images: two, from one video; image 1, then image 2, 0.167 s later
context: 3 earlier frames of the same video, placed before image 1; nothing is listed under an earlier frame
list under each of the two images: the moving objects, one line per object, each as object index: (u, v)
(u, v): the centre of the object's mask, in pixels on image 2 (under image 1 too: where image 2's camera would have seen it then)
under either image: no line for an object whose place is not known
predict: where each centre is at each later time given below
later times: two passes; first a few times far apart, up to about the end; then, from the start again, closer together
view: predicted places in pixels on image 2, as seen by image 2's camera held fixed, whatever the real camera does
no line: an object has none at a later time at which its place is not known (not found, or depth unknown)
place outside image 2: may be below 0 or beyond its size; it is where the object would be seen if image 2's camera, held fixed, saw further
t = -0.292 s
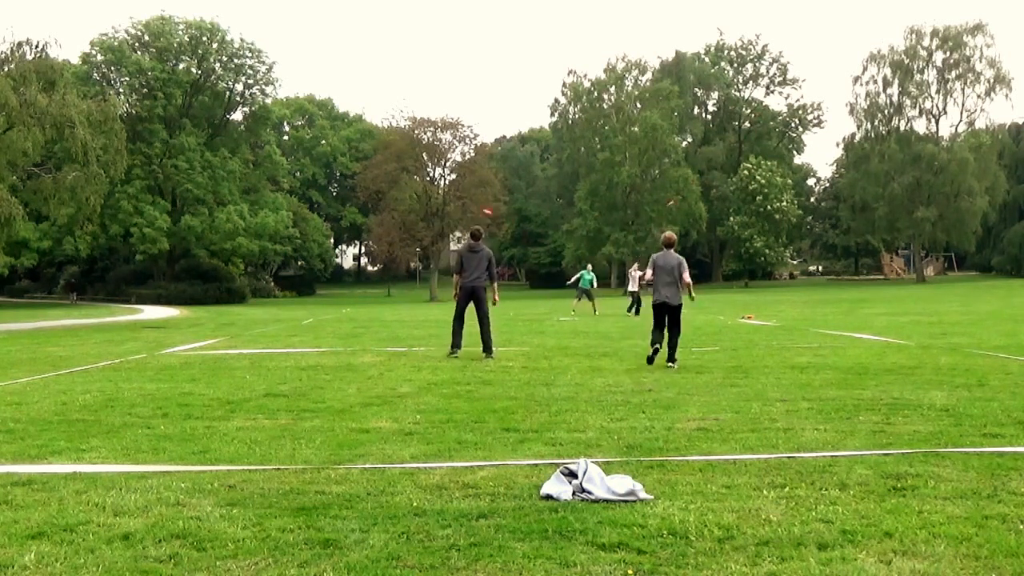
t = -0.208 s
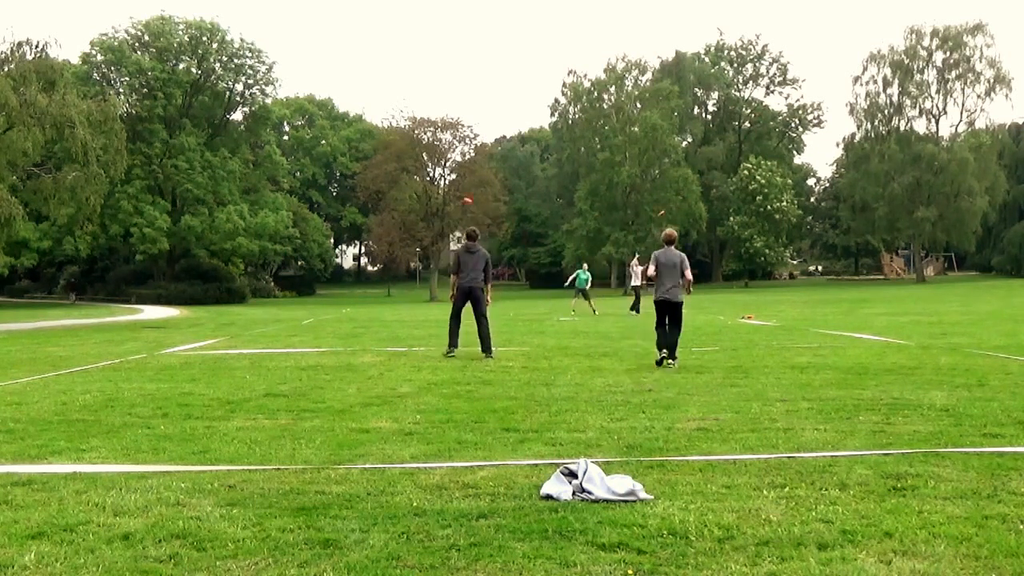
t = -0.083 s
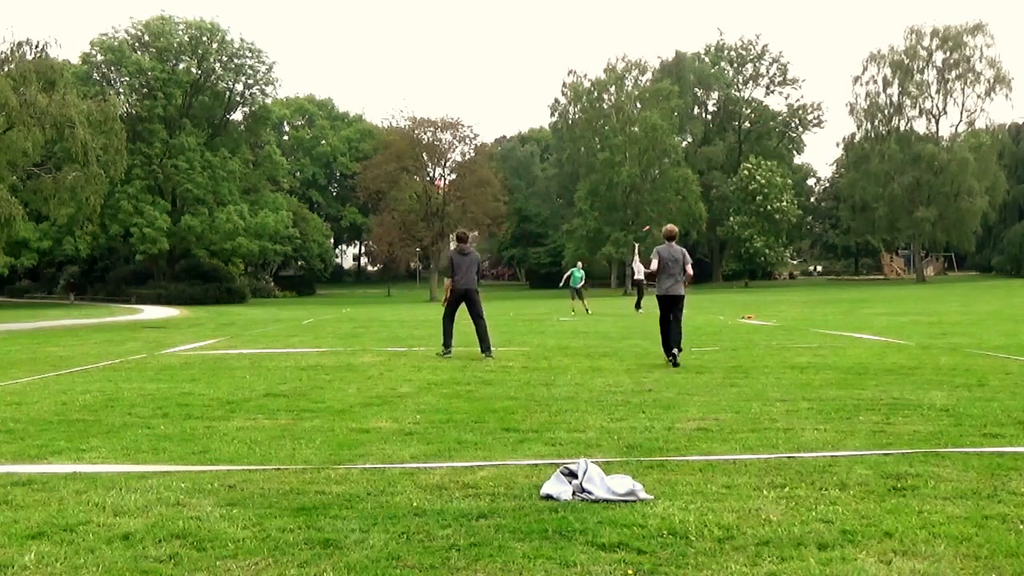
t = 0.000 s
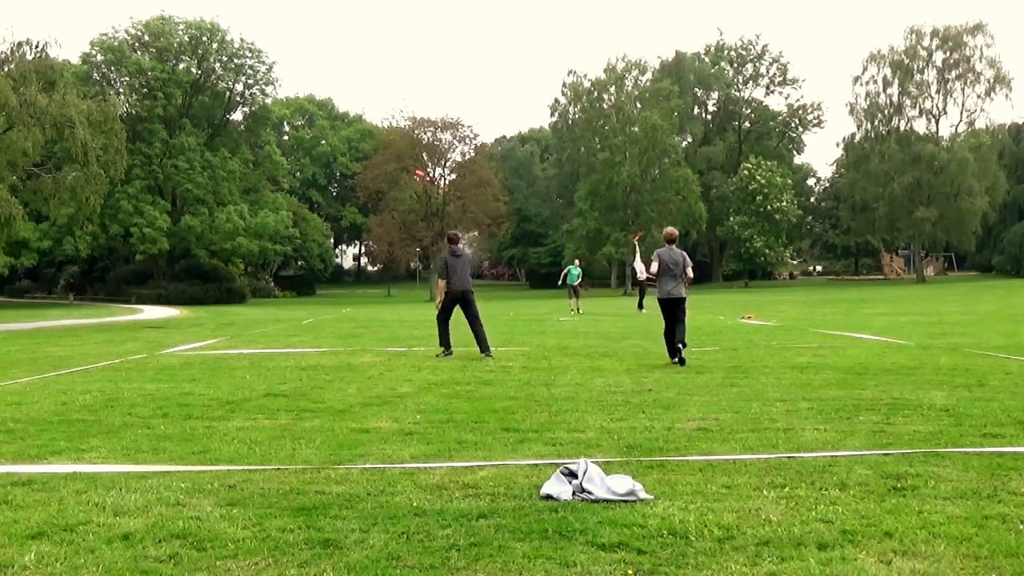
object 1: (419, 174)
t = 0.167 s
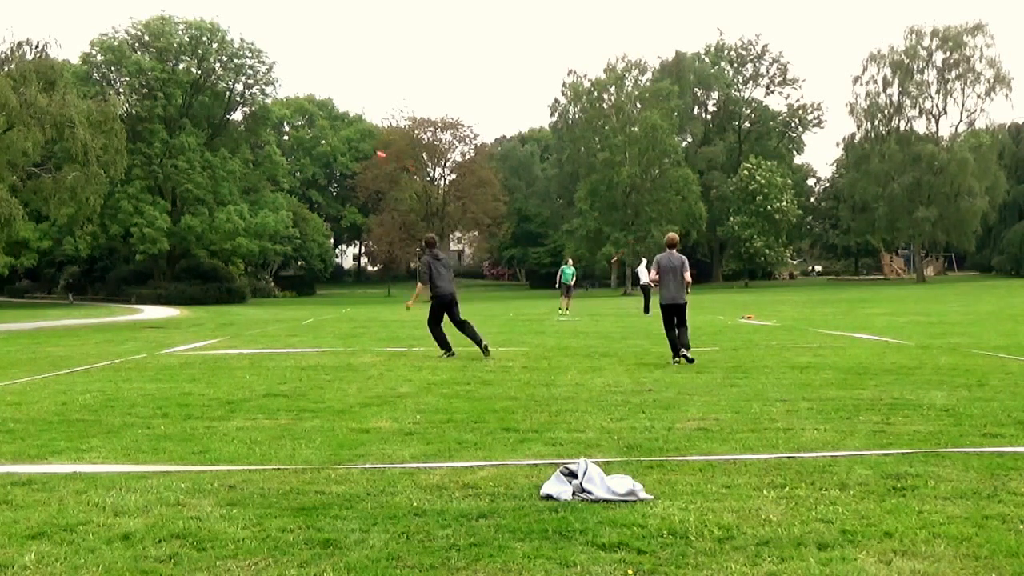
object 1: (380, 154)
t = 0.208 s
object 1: (371, 149)
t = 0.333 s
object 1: (344, 138)
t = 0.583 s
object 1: (288, 114)
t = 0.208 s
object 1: (371, 149)
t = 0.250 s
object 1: (363, 146)
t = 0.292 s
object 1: (352, 142)
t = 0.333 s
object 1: (344, 138)
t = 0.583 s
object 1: (288, 114)
